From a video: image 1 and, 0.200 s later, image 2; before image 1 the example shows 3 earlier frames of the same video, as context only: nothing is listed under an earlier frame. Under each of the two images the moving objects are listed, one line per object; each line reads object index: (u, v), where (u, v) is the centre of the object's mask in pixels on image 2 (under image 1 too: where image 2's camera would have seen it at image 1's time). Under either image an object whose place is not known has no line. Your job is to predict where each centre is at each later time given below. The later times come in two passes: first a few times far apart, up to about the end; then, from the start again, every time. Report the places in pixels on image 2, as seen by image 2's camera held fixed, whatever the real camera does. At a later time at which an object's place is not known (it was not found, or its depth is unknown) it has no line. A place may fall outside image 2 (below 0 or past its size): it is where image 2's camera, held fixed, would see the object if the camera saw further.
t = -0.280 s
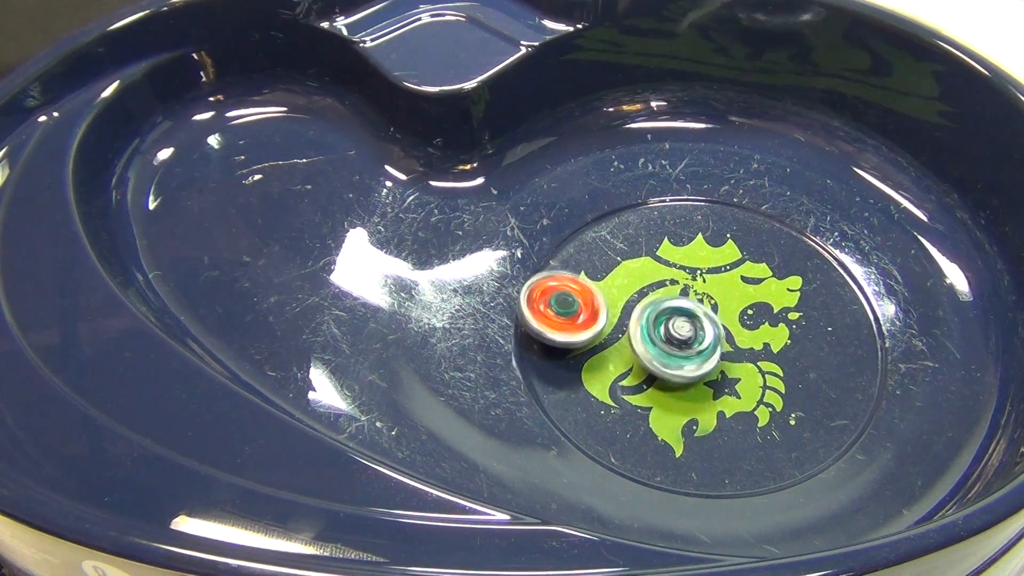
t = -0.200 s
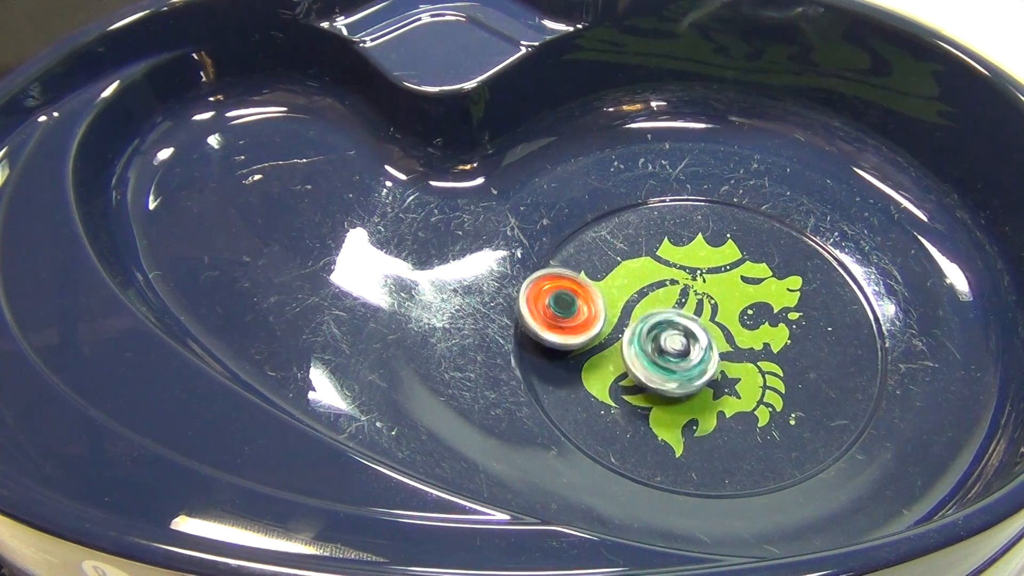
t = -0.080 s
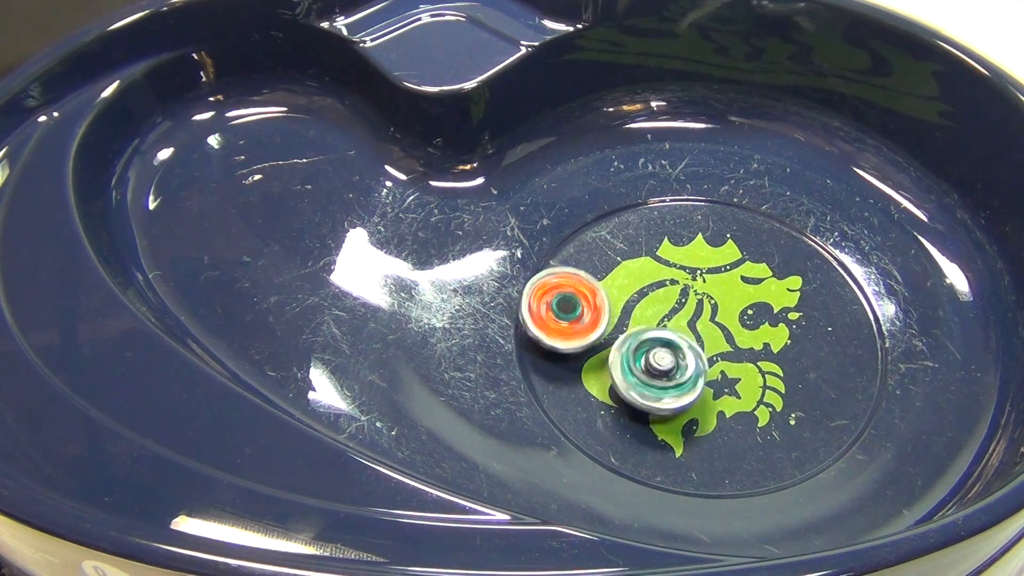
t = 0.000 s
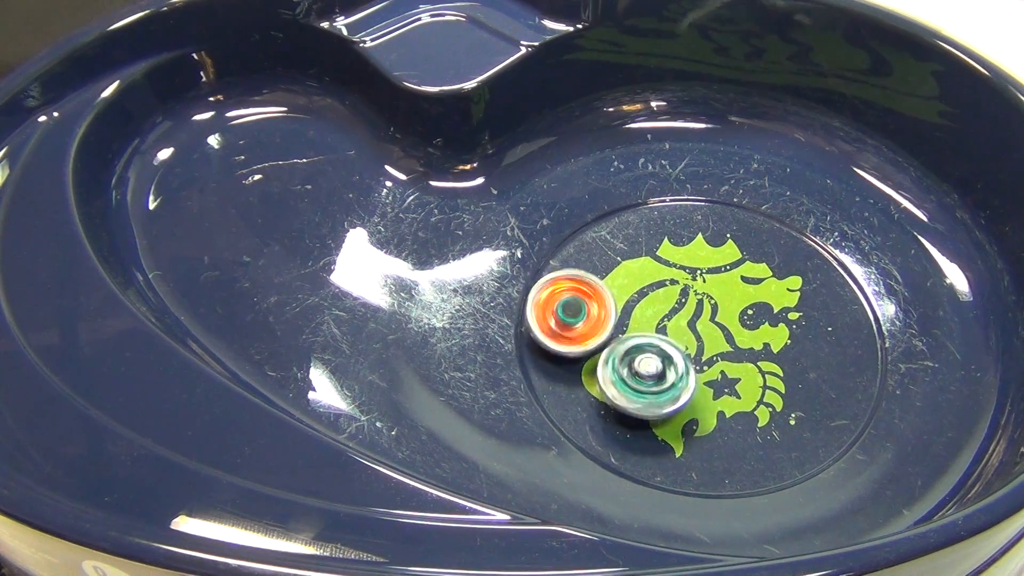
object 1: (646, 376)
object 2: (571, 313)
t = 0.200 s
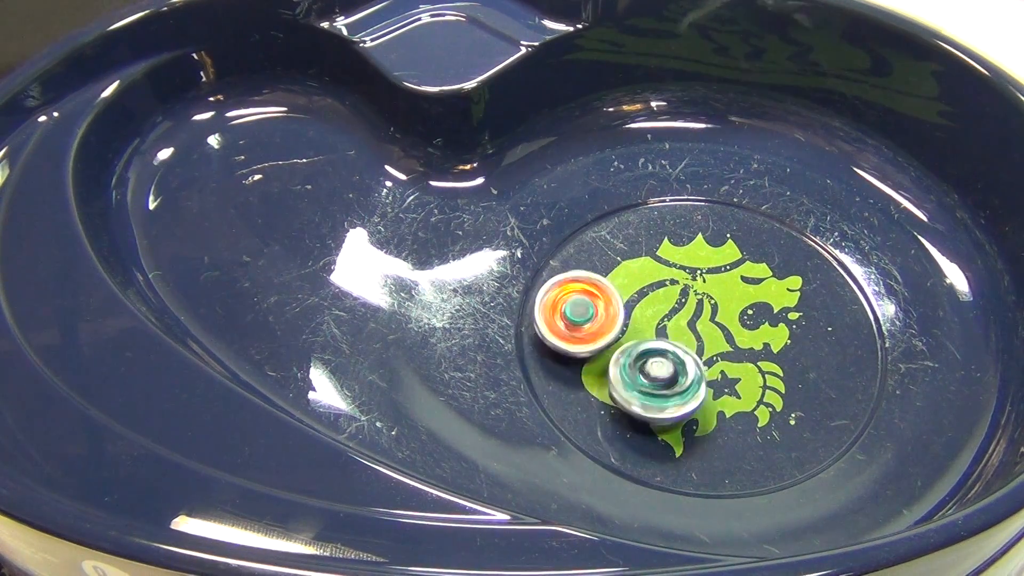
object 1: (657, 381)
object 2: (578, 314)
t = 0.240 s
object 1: (662, 378)
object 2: (580, 315)
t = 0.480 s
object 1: (709, 361)
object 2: (593, 336)
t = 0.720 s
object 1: (751, 345)
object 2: (596, 352)
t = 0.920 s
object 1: (762, 340)
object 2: (600, 357)
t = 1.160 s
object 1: (738, 325)
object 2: (617, 361)
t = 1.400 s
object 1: (700, 299)
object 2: (639, 374)
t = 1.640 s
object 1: (685, 279)
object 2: (651, 384)
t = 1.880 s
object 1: (683, 293)
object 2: (661, 384)
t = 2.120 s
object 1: (673, 305)
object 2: (671, 391)
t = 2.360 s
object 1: (666, 312)
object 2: (677, 392)
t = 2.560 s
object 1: (668, 304)
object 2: (685, 393)
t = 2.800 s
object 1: (681, 309)
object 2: (701, 390)
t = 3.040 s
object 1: (692, 309)
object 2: (715, 392)
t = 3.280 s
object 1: (700, 307)
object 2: (715, 399)
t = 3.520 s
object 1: (700, 298)
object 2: (723, 391)
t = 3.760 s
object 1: (693, 304)
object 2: (737, 383)
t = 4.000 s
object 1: (676, 320)
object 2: (750, 380)
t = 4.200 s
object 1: (657, 326)
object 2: (751, 373)
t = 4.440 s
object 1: (650, 324)
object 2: (756, 360)
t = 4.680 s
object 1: (663, 322)
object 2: (761, 352)
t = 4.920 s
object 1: (642, 307)
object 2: (773, 367)
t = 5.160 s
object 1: (636, 299)
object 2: (766, 349)
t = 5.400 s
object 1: (650, 313)
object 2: (704, 359)
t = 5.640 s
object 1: (591, 305)
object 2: (699, 369)
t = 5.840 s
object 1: (588, 304)
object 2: (699, 367)
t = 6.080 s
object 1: (601, 304)
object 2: (712, 356)
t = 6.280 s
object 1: (599, 319)
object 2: (721, 356)
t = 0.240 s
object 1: (662, 378)
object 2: (580, 315)
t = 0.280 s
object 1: (669, 375)
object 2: (584, 318)
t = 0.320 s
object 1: (677, 372)
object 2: (586, 322)
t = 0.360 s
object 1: (686, 370)
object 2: (588, 325)
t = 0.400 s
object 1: (694, 367)
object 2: (590, 328)
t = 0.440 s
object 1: (701, 364)
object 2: (592, 332)
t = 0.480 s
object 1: (709, 361)
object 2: (593, 336)
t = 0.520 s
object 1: (716, 358)
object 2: (594, 339)
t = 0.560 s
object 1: (724, 355)
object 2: (595, 343)
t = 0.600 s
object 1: (731, 352)
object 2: (595, 346)
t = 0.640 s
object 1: (737, 350)
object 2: (595, 349)
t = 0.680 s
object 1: (745, 348)
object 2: (595, 350)
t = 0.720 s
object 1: (751, 345)
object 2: (596, 352)
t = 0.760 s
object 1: (757, 344)
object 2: (595, 354)
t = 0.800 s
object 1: (760, 343)
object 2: (596, 355)
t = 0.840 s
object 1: (762, 343)
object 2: (596, 357)
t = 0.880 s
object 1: (763, 342)
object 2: (597, 357)
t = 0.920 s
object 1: (762, 340)
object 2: (600, 357)
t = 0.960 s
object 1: (759, 339)
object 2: (601, 358)
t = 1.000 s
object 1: (756, 336)
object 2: (604, 358)
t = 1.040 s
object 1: (754, 333)
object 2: (607, 359)
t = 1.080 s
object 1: (749, 331)
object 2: (610, 360)
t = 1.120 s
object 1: (744, 328)
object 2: (613, 361)
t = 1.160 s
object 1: (738, 325)
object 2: (617, 361)
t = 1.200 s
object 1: (731, 322)
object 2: (622, 363)
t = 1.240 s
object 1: (724, 317)
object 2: (625, 365)
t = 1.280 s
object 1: (717, 312)
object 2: (628, 367)
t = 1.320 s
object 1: (712, 309)
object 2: (632, 369)
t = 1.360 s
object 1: (705, 304)
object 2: (636, 371)
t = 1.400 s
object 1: (700, 299)
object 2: (639, 374)
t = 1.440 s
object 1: (695, 296)
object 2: (641, 376)
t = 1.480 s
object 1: (691, 291)
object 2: (643, 378)
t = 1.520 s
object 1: (688, 286)
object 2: (646, 380)
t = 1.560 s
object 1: (686, 282)
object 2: (647, 381)
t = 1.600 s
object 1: (685, 280)
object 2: (649, 383)
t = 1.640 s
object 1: (685, 279)
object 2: (651, 384)
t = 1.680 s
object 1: (685, 280)
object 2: (651, 385)
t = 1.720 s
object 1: (684, 281)
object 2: (654, 385)
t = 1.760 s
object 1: (684, 283)
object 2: (656, 386)
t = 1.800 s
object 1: (684, 285)
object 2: (657, 385)
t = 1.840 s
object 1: (683, 289)
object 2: (659, 384)
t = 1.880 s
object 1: (683, 293)
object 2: (661, 384)
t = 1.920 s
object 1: (682, 297)
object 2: (664, 383)
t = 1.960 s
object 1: (680, 302)
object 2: (667, 383)
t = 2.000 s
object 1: (677, 305)
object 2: (670, 385)
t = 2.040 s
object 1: (675, 304)
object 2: (670, 392)
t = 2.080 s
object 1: (673, 304)
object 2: (668, 393)
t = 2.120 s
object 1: (673, 305)
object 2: (671, 391)
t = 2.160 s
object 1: (671, 306)
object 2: (675, 391)
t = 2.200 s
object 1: (670, 307)
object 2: (676, 393)
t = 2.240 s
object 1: (668, 308)
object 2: (676, 393)
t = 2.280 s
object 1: (667, 309)
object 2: (676, 394)
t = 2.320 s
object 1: (667, 311)
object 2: (677, 393)
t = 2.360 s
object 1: (666, 312)
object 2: (677, 392)
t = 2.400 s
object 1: (665, 312)
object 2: (678, 394)
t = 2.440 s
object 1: (664, 308)
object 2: (678, 396)
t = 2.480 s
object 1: (665, 307)
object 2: (678, 396)
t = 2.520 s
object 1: (666, 305)
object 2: (681, 394)
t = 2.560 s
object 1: (668, 304)
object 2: (685, 393)
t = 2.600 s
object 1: (670, 304)
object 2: (688, 394)
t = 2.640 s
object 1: (672, 304)
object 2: (689, 393)
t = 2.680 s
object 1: (674, 304)
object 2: (691, 392)
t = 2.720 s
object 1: (676, 305)
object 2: (695, 390)
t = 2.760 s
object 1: (679, 307)
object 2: (698, 390)
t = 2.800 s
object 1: (681, 309)
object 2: (701, 390)
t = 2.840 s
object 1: (683, 310)
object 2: (704, 390)
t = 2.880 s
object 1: (685, 309)
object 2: (706, 392)
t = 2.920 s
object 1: (687, 308)
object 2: (706, 393)
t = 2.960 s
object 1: (689, 308)
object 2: (707, 392)
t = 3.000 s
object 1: (691, 309)
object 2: (711, 391)
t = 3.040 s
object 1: (692, 309)
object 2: (715, 392)
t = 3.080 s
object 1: (694, 310)
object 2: (714, 394)
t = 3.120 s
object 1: (696, 310)
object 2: (714, 392)
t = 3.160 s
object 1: (698, 312)
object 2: (716, 391)
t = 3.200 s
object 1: (699, 313)
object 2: (717, 393)
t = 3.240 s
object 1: (700, 310)
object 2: (717, 399)
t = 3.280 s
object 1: (700, 307)
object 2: (715, 399)
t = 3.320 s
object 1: (701, 304)
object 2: (716, 397)
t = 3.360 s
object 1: (701, 302)
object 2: (720, 395)
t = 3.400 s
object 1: (701, 301)
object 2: (722, 396)
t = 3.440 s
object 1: (701, 299)
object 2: (721, 396)
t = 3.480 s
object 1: (701, 298)
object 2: (721, 393)
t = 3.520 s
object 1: (700, 298)
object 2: (723, 391)
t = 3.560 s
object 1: (699, 298)
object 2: (726, 390)
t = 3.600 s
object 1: (698, 298)
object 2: (728, 389)
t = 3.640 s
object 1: (697, 298)
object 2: (729, 389)
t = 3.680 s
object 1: (696, 300)
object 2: (729, 386)
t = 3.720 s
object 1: (695, 301)
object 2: (733, 384)
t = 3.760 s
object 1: (693, 304)
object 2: (737, 383)
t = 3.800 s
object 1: (691, 306)
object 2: (740, 383)
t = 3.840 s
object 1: (689, 309)
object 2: (742, 382)
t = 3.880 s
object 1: (686, 311)
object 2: (743, 382)
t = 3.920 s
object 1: (683, 314)
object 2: (745, 381)
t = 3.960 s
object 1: (680, 317)
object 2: (747, 380)
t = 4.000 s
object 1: (676, 320)
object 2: (750, 380)
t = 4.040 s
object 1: (670, 323)
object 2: (749, 379)
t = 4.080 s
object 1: (666, 324)
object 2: (749, 377)
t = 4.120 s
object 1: (663, 325)
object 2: (750, 375)
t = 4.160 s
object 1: (660, 325)
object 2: (751, 375)
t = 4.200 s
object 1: (657, 326)
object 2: (751, 373)
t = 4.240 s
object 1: (654, 326)
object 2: (751, 371)
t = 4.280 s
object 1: (652, 325)
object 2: (751, 368)
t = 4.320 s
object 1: (651, 325)
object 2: (753, 366)
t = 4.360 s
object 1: (650, 325)
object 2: (755, 365)
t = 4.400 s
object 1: (650, 324)
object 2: (755, 362)
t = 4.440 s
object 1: (650, 324)
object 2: (756, 360)
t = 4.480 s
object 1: (650, 323)
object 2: (758, 358)
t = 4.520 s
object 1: (652, 322)
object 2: (759, 357)
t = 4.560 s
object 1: (654, 322)
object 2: (760, 356)
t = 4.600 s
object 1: (656, 322)
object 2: (761, 355)
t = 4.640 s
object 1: (660, 321)
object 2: (761, 354)
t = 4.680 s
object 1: (663, 322)
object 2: (761, 352)
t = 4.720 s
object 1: (668, 322)
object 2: (763, 352)
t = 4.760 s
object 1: (667, 321)
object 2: (770, 355)
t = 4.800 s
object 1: (656, 315)
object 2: (785, 361)
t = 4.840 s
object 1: (650, 312)
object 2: (789, 366)
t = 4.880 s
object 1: (646, 310)
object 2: (783, 370)
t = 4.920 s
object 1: (642, 307)
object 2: (773, 367)
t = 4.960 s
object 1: (638, 304)
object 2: (770, 361)
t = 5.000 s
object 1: (635, 302)
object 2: (771, 357)
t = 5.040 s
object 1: (634, 300)
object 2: (773, 354)
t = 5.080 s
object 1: (633, 299)
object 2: (771, 353)
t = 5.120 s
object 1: (635, 299)
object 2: (769, 351)
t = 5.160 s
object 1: (636, 299)
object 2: (766, 349)
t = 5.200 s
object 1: (638, 299)
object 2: (759, 347)
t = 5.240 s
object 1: (641, 301)
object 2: (748, 344)
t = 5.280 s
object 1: (645, 303)
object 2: (733, 343)
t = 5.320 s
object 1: (649, 305)
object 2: (718, 346)
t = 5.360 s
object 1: (653, 309)
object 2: (707, 353)
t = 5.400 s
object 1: (650, 313)
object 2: (704, 359)
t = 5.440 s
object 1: (637, 316)
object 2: (704, 362)
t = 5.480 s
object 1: (624, 316)
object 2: (705, 364)
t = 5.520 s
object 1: (613, 314)
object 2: (702, 366)
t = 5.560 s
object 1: (604, 311)
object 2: (700, 366)
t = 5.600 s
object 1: (596, 307)
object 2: (699, 368)
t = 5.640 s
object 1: (591, 305)
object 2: (699, 369)
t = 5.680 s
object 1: (587, 303)
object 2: (699, 371)
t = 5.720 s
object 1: (586, 302)
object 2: (698, 371)
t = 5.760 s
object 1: (585, 303)
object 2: (699, 370)
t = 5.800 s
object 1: (586, 304)
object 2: (699, 369)
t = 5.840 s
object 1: (588, 304)
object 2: (699, 367)
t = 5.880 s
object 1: (590, 305)
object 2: (700, 365)
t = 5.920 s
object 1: (592, 305)
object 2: (701, 363)
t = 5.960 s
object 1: (595, 305)
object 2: (703, 361)
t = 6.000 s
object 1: (598, 304)
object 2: (706, 359)
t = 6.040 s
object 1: (600, 304)
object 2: (709, 357)
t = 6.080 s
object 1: (601, 304)
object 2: (712, 356)
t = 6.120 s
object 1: (601, 307)
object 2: (715, 356)
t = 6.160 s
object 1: (602, 311)
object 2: (718, 356)
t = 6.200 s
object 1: (601, 315)
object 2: (719, 356)
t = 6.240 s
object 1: (600, 318)
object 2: (720, 356)
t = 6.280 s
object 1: (599, 319)
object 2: (721, 356)
